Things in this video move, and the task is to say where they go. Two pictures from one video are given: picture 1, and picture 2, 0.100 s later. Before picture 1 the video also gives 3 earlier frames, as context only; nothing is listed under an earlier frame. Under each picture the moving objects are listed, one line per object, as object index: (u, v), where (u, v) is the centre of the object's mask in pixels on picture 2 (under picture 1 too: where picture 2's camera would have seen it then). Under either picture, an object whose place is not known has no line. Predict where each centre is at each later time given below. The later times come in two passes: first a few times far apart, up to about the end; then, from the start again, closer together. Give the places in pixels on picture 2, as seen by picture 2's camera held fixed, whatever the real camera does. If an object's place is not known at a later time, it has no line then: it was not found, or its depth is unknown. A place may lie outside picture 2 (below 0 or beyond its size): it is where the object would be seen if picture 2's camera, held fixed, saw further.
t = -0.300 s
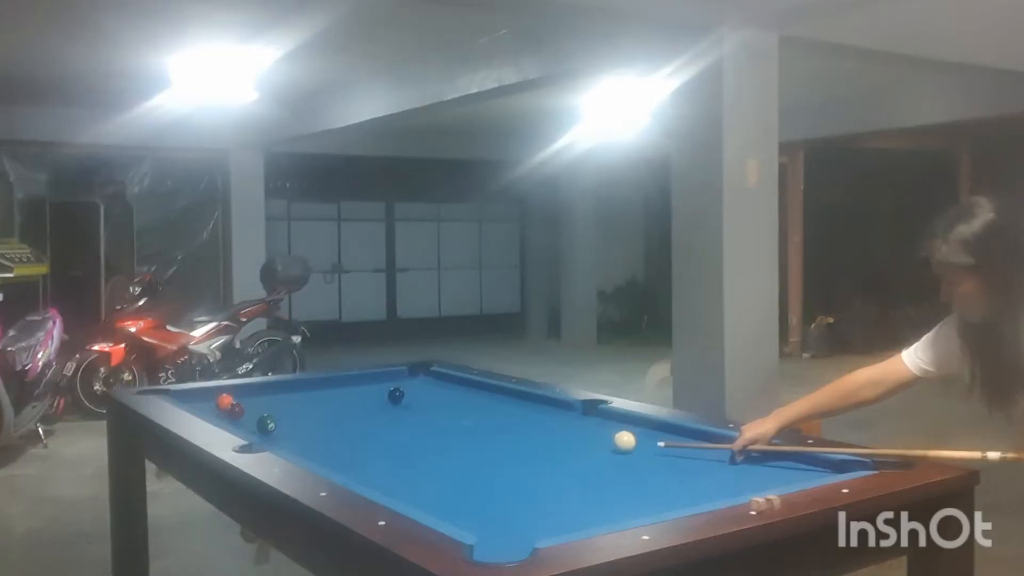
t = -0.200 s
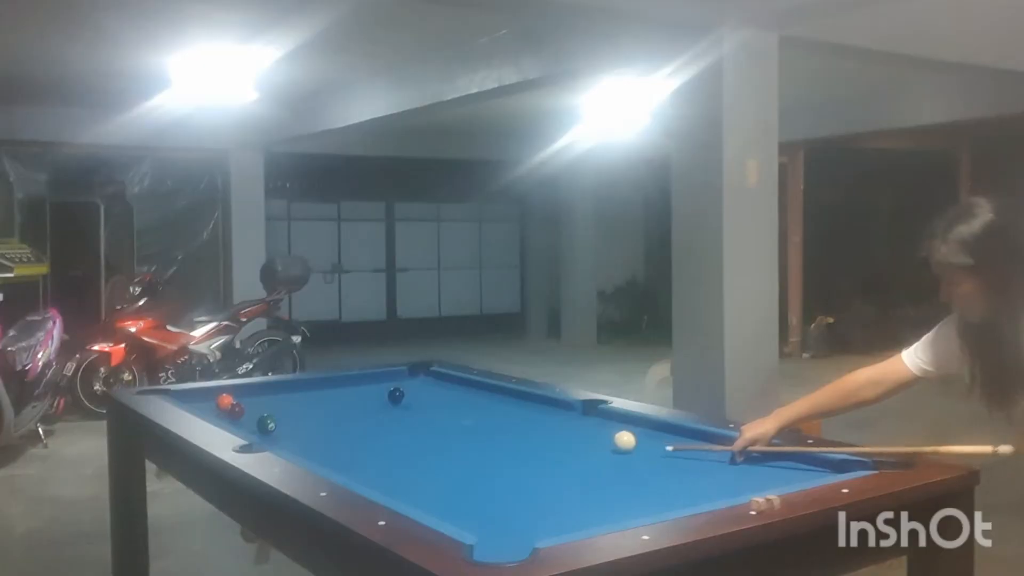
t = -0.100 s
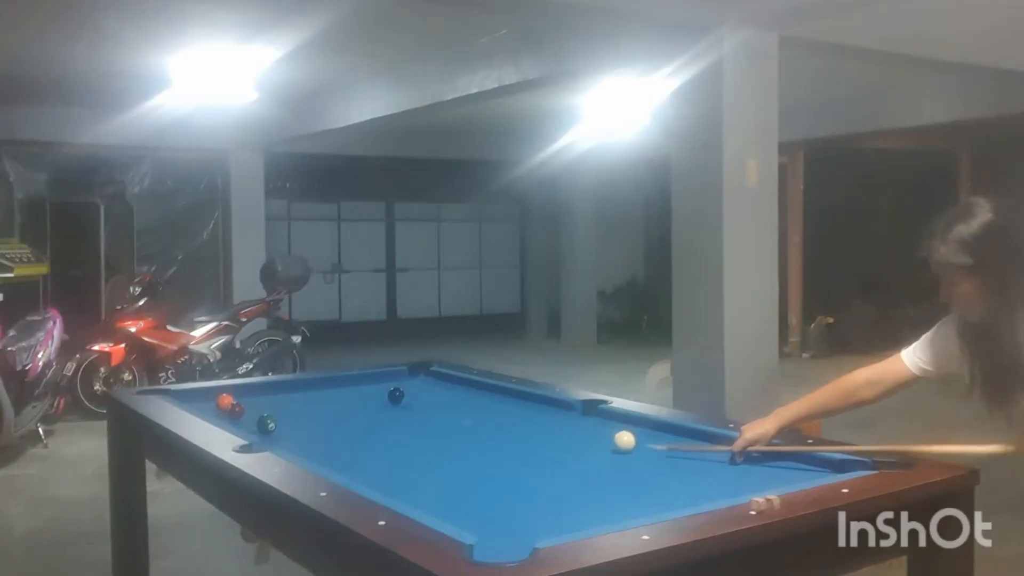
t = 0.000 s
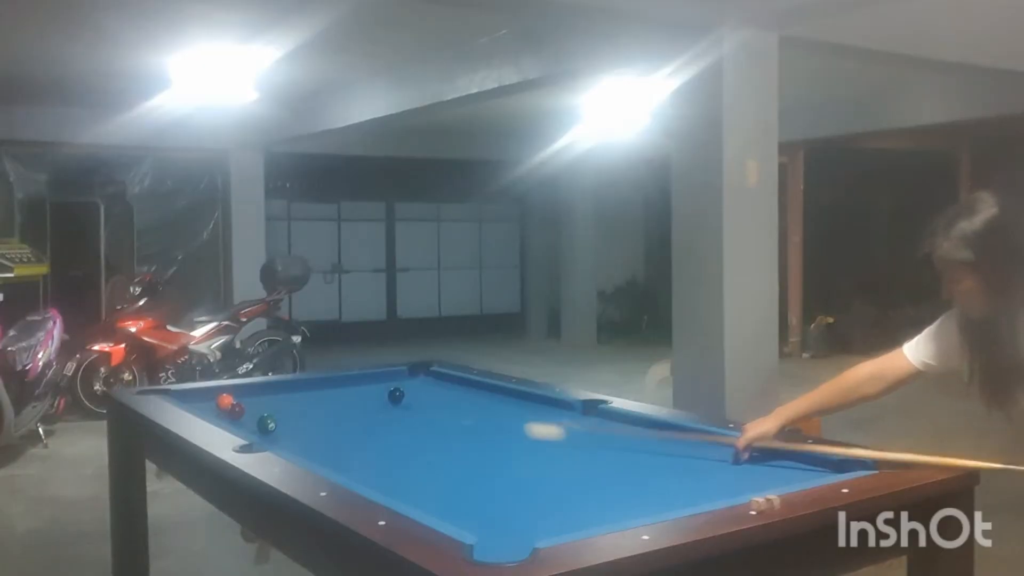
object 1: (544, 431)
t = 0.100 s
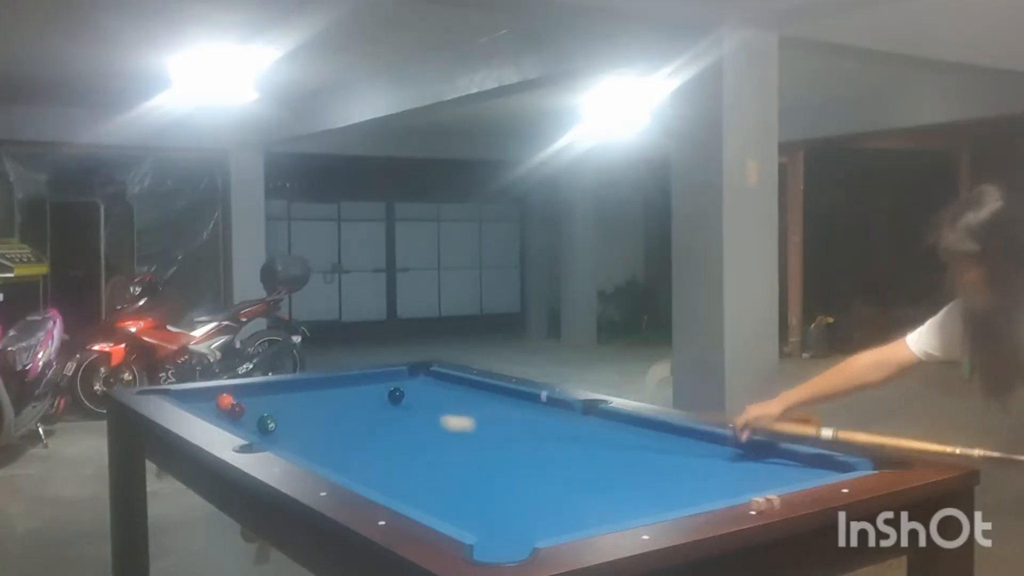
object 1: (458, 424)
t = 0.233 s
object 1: (370, 415)
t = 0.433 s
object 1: (268, 405)
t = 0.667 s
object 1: (222, 401)
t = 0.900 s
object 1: (190, 398)
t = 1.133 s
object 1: (182, 395)
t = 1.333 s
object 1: (181, 394)
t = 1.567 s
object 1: (180, 395)
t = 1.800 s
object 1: (184, 397)
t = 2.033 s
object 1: (192, 399)
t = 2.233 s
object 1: (199, 400)
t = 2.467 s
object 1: (206, 401)
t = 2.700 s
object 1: (214, 402)
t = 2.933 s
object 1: (221, 403)
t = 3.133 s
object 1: (226, 402)
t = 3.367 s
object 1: (231, 401)
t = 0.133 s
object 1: (434, 421)
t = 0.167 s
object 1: (410, 419)
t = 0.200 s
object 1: (389, 417)
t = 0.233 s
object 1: (370, 415)
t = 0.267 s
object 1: (351, 413)
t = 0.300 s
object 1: (334, 412)
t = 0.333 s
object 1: (317, 410)
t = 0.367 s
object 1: (301, 409)
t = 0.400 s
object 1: (284, 407)
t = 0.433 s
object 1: (268, 405)
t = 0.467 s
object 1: (252, 403)
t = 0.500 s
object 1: (241, 400)
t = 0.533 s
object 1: (237, 400)
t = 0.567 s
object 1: (234, 400)
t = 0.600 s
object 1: (230, 400)
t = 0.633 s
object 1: (226, 401)
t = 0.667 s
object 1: (222, 401)
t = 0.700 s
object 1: (217, 401)
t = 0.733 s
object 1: (213, 400)
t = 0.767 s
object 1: (208, 400)
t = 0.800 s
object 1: (203, 400)
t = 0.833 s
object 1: (199, 400)
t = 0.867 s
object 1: (194, 399)
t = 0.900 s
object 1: (190, 398)
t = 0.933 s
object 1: (186, 397)
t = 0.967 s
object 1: (183, 396)
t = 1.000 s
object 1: (182, 396)
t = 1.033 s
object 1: (182, 396)
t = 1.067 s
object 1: (182, 396)
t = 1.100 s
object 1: (182, 395)
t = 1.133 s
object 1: (182, 395)
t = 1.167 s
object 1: (181, 394)
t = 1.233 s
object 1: (181, 394)
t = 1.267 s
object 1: (181, 394)
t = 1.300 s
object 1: (181, 394)
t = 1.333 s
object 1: (181, 394)
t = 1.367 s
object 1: (181, 394)
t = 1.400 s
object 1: (181, 394)
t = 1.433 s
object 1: (181, 394)
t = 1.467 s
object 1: (180, 394)
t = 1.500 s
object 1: (180, 395)
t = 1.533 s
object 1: (180, 395)
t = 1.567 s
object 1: (180, 395)
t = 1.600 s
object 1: (180, 395)
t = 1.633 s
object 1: (180, 395)
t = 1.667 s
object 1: (180, 395)
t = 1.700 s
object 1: (180, 396)
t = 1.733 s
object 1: (182, 396)
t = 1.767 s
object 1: (182, 396)
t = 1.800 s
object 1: (184, 397)
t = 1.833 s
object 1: (185, 397)
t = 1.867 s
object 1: (185, 397)
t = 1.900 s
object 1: (187, 398)
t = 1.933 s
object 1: (187, 398)
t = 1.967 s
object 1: (189, 398)
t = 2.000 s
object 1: (191, 399)
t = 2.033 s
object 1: (192, 399)
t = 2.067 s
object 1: (193, 399)
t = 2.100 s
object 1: (194, 399)
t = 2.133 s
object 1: (195, 400)
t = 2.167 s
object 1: (196, 400)
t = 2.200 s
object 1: (197, 400)
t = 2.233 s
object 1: (199, 400)
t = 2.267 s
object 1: (200, 401)
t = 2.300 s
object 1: (201, 401)
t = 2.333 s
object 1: (202, 401)
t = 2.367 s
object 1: (203, 401)
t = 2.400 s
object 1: (204, 401)
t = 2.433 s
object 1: (205, 401)
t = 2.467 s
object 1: (206, 401)
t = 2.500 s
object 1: (207, 401)
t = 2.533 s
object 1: (208, 402)
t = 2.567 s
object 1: (209, 402)
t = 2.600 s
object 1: (210, 402)
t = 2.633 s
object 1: (212, 402)
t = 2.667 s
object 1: (213, 402)
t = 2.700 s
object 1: (214, 402)
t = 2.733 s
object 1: (215, 402)
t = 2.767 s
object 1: (216, 402)
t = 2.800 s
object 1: (217, 402)
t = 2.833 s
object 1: (218, 402)
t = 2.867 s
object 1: (219, 403)
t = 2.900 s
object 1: (220, 403)
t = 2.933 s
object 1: (221, 403)
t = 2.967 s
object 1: (222, 403)
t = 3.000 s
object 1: (223, 403)
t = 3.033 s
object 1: (223, 402)
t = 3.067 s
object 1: (224, 402)
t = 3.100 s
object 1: (225, 402)
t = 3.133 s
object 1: (226, 402)
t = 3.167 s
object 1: (226, 402)
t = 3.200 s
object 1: (227, 402)
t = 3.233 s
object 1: (228, 402)
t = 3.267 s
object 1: (228, 401)
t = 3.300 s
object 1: (229, 401)
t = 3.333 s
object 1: (230, 401)
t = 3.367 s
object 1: (231, 401)
